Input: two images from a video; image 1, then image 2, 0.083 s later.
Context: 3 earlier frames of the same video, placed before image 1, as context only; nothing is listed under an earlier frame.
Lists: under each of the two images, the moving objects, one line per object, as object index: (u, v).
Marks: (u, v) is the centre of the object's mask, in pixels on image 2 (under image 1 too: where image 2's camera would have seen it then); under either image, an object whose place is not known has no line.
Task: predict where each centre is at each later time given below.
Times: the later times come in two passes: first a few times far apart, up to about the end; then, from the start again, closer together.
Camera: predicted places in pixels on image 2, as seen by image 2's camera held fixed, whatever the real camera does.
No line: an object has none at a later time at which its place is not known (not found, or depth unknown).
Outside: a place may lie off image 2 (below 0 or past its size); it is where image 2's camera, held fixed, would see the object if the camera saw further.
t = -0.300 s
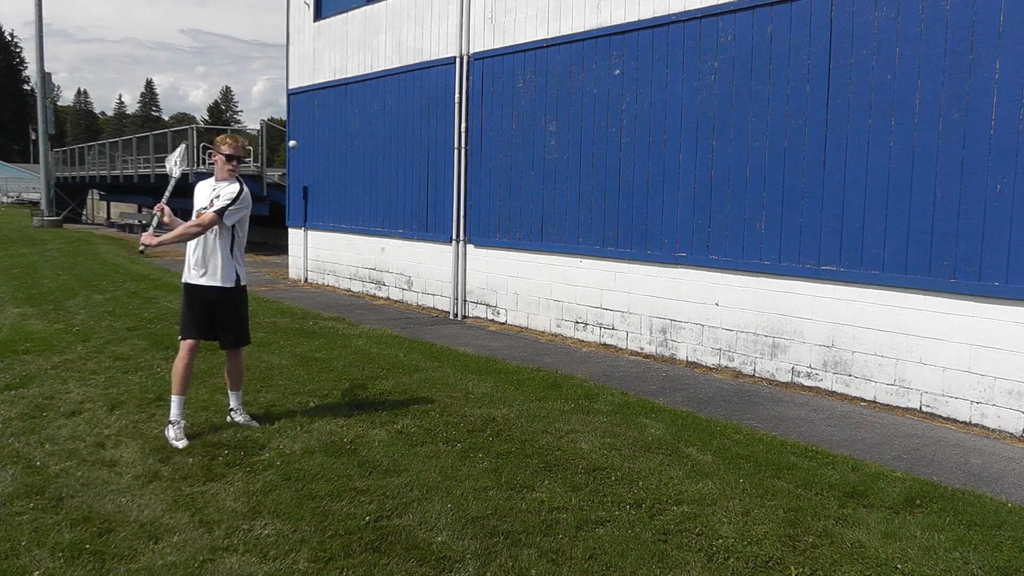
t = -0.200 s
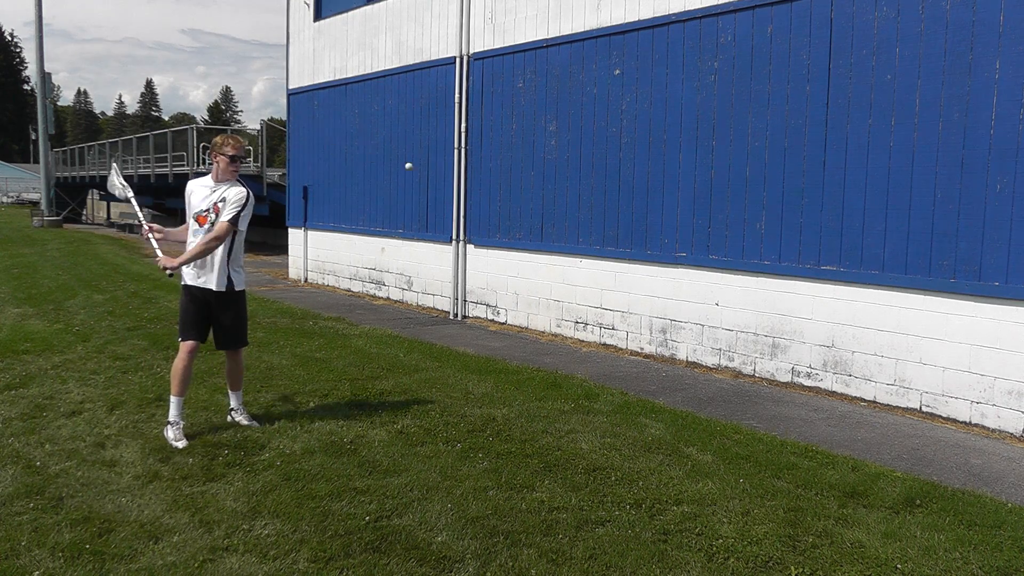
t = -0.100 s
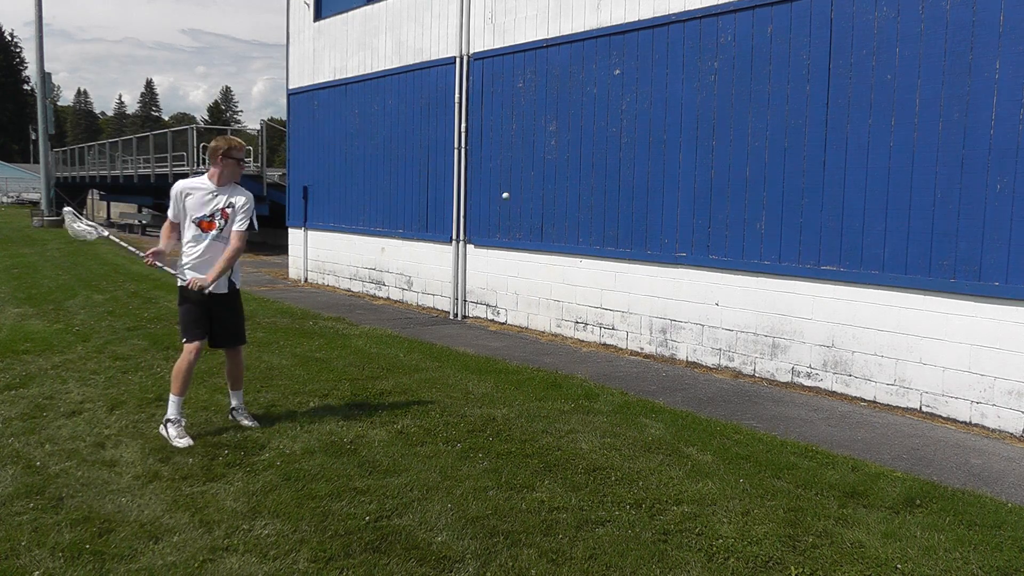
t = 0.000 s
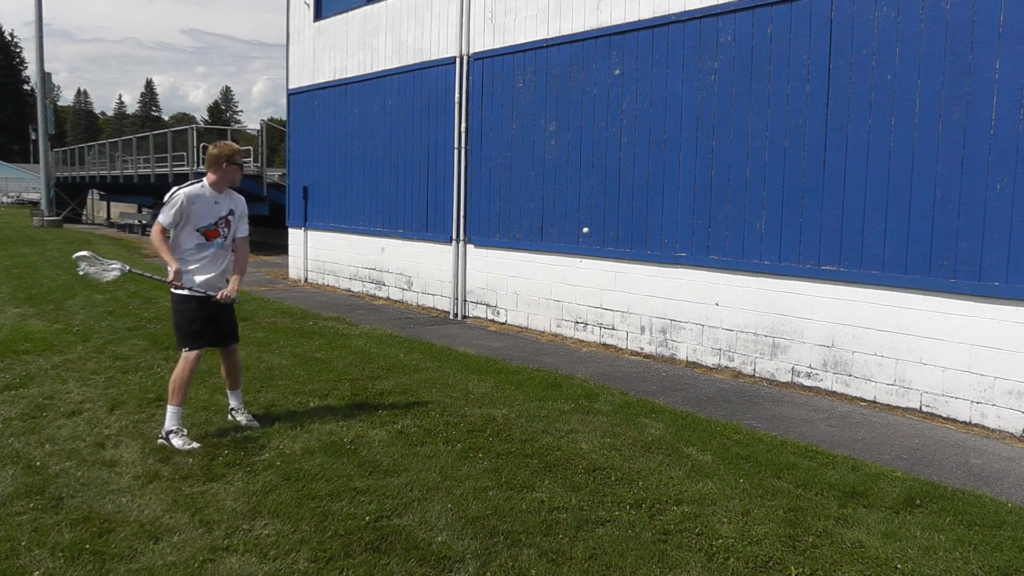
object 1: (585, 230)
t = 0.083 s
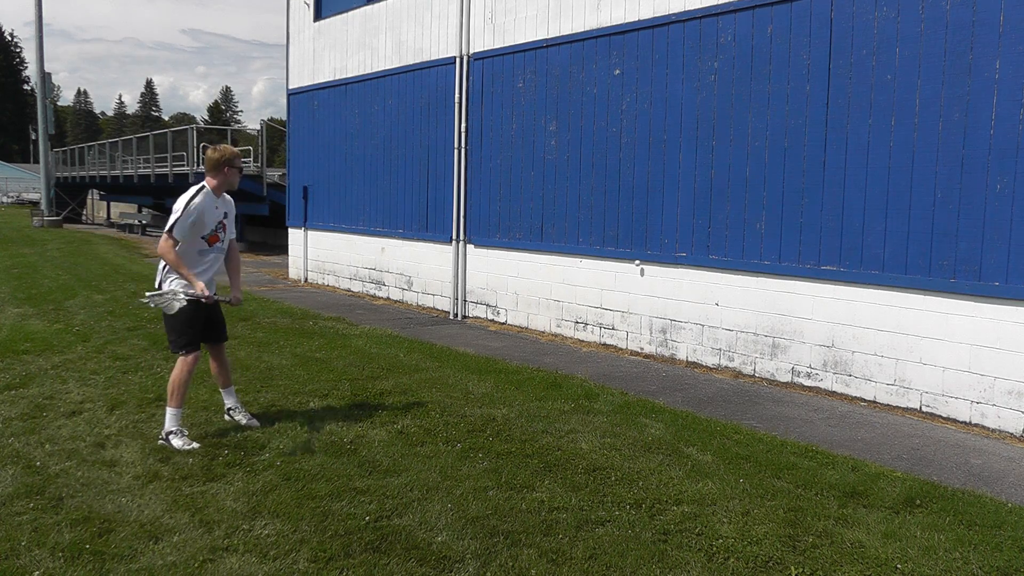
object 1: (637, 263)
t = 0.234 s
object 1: (615, 357)
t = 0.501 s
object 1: (566, 237)
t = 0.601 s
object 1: (544, 206)
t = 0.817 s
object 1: (492, 171)
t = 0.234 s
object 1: (615, 357)
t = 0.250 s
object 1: (613, 350)
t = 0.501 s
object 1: (566, 237)
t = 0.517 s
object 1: (563, 231)
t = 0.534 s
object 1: (559, 226)
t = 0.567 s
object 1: (552, 216)
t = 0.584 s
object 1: (548, 210)
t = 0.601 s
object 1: (544, 206)
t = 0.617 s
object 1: (541, 201)
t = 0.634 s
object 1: (537, 197)
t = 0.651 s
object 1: (533, 193)
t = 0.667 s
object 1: (529, 190)
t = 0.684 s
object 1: (525, 187)
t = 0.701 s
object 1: (521, 184)
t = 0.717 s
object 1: (517, 181)
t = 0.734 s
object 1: (513, 178)
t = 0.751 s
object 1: (509, 176)
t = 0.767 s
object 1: (505, 175)
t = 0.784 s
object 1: (500, 173)
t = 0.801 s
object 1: (496, 172)
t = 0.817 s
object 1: (492, 171)
